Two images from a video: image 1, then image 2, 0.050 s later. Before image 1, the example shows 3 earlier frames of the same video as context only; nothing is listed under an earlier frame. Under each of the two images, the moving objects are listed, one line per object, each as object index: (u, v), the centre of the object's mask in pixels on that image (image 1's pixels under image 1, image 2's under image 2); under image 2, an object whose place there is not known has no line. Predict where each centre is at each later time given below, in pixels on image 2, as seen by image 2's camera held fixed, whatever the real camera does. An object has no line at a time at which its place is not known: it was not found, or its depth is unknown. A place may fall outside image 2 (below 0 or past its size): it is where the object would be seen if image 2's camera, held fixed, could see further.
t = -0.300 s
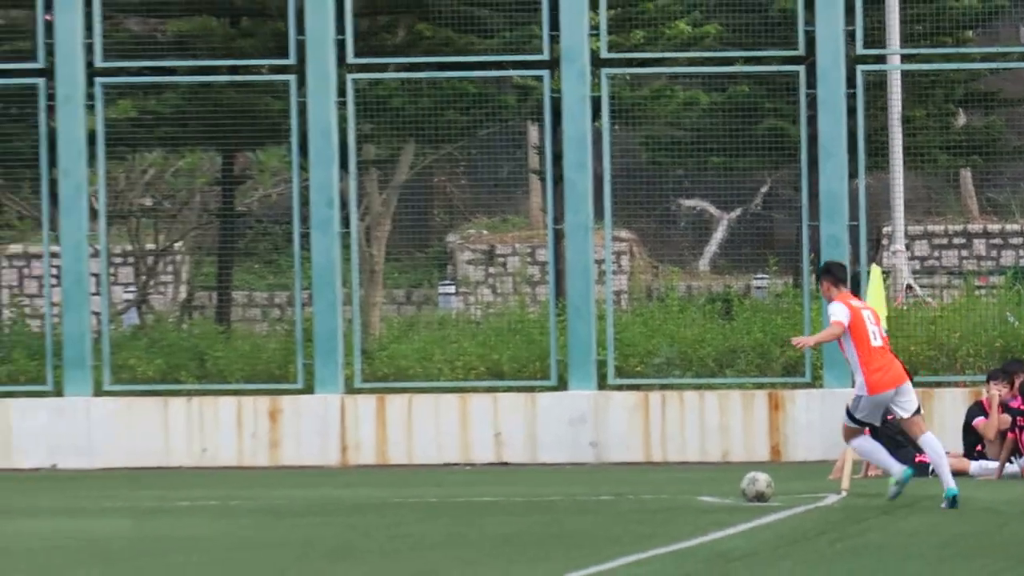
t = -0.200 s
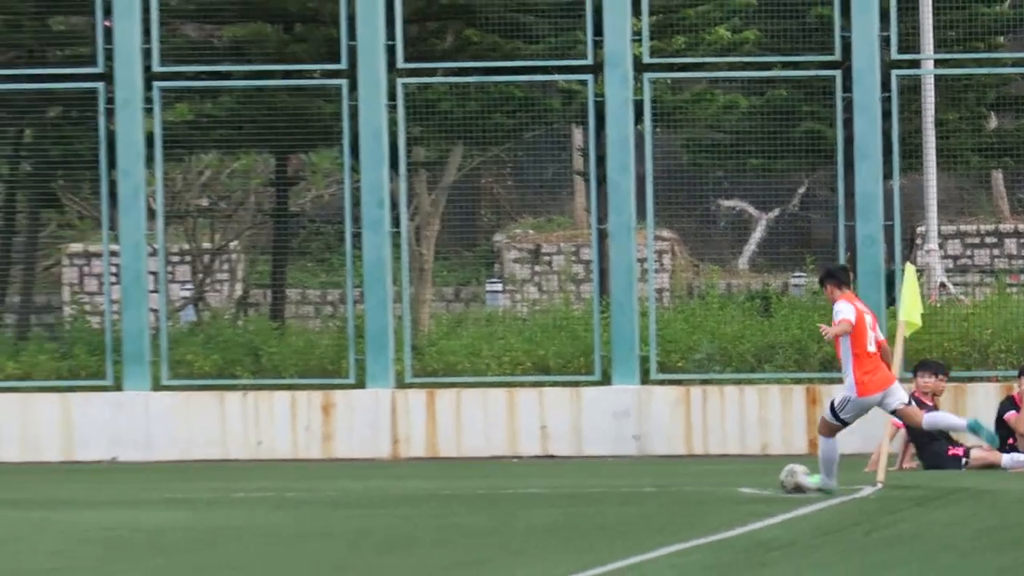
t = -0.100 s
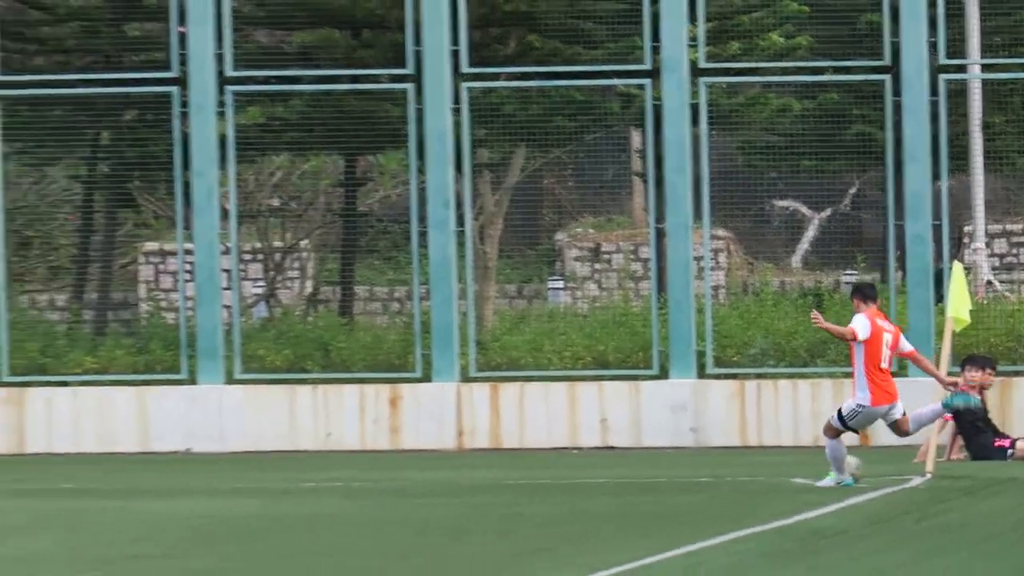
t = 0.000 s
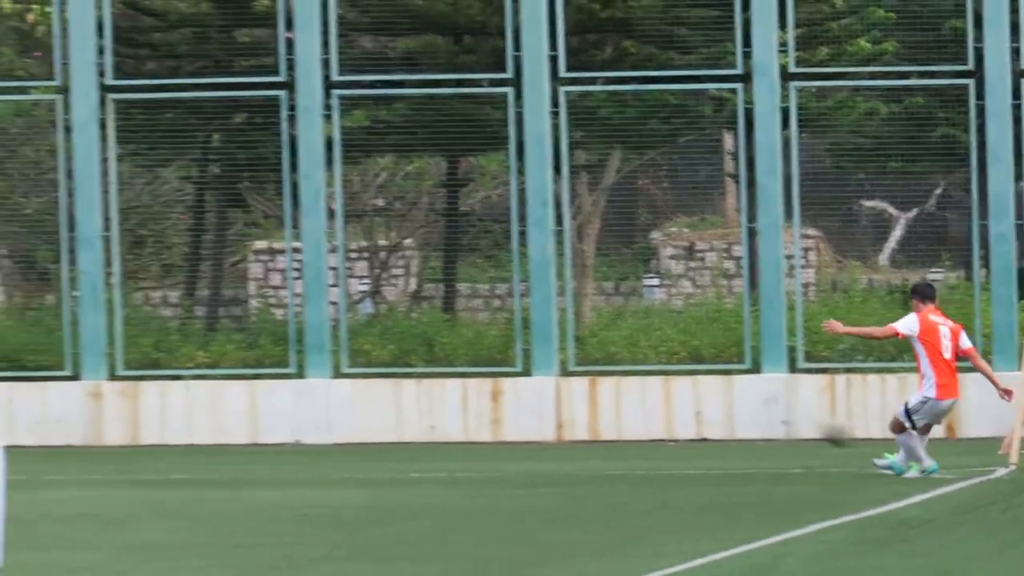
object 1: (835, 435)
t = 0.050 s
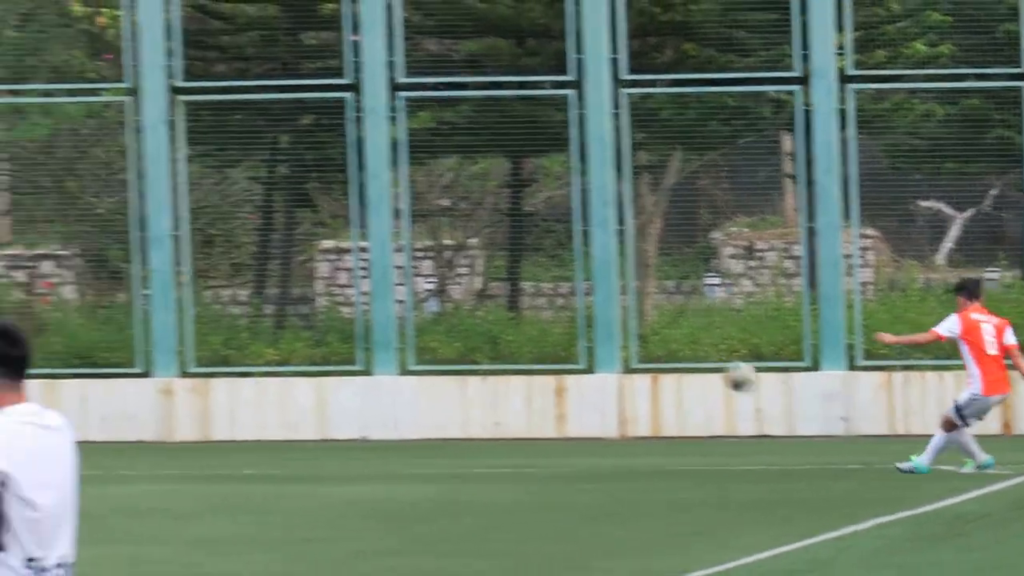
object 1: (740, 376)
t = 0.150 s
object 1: (443, 279)
